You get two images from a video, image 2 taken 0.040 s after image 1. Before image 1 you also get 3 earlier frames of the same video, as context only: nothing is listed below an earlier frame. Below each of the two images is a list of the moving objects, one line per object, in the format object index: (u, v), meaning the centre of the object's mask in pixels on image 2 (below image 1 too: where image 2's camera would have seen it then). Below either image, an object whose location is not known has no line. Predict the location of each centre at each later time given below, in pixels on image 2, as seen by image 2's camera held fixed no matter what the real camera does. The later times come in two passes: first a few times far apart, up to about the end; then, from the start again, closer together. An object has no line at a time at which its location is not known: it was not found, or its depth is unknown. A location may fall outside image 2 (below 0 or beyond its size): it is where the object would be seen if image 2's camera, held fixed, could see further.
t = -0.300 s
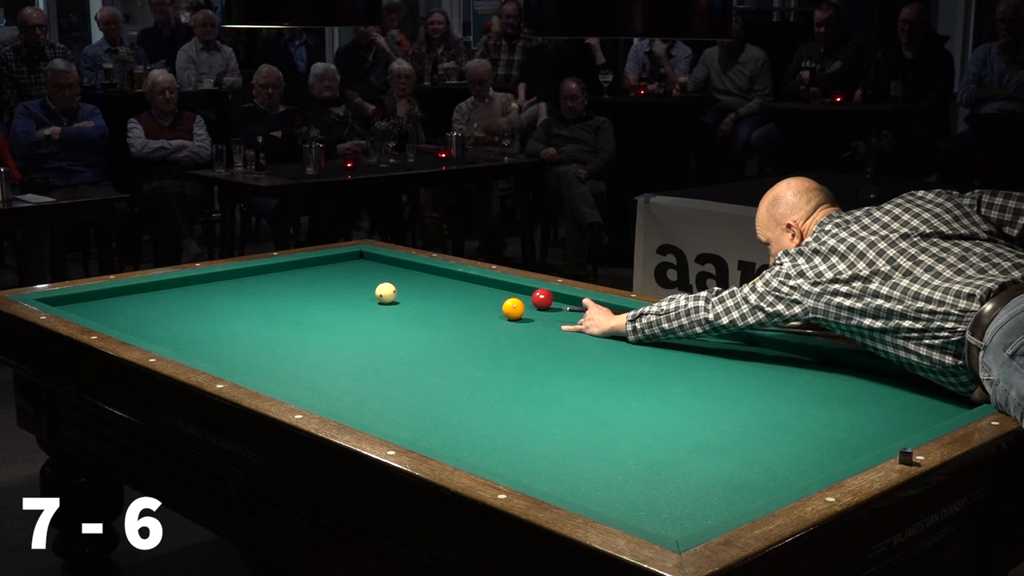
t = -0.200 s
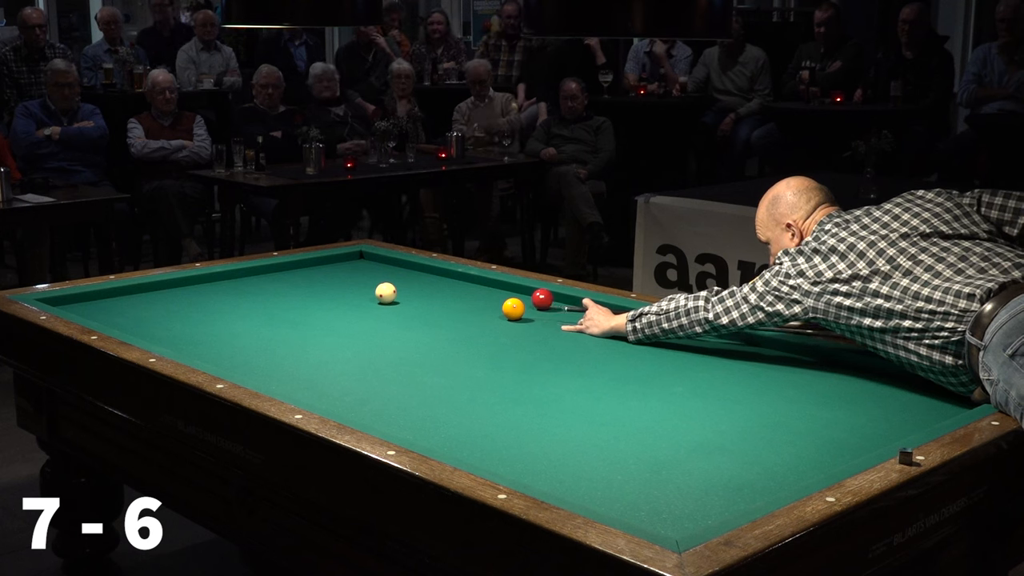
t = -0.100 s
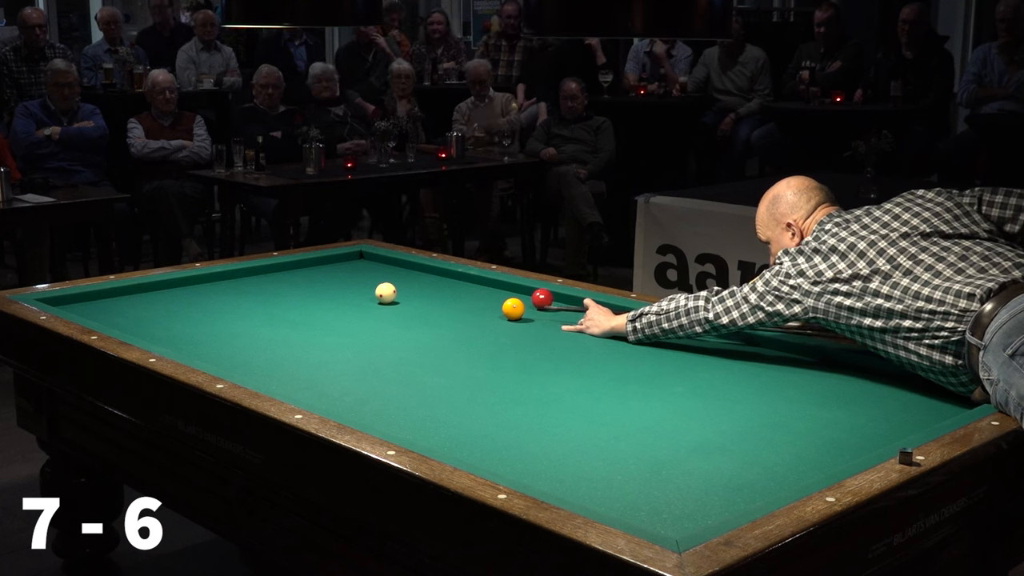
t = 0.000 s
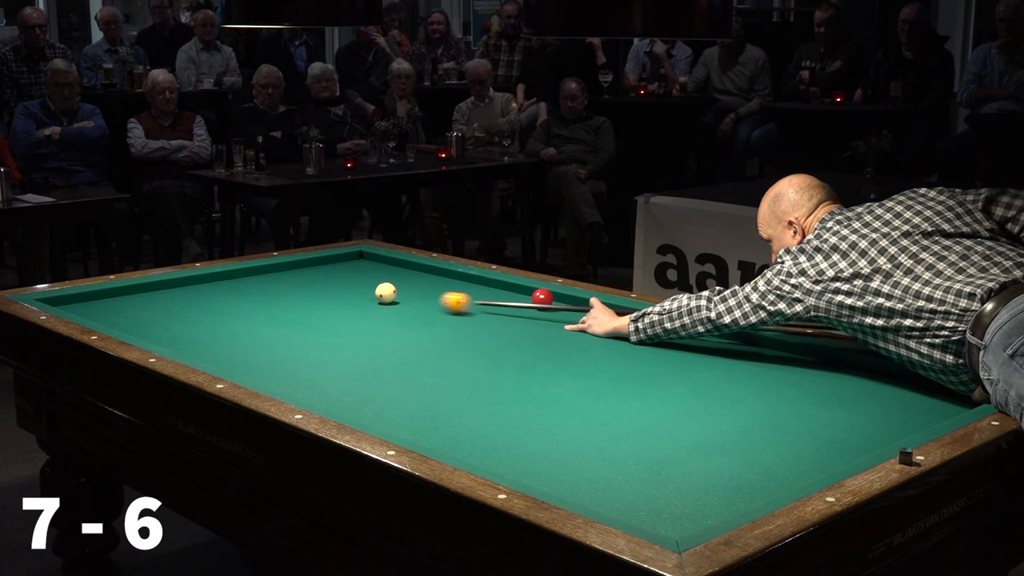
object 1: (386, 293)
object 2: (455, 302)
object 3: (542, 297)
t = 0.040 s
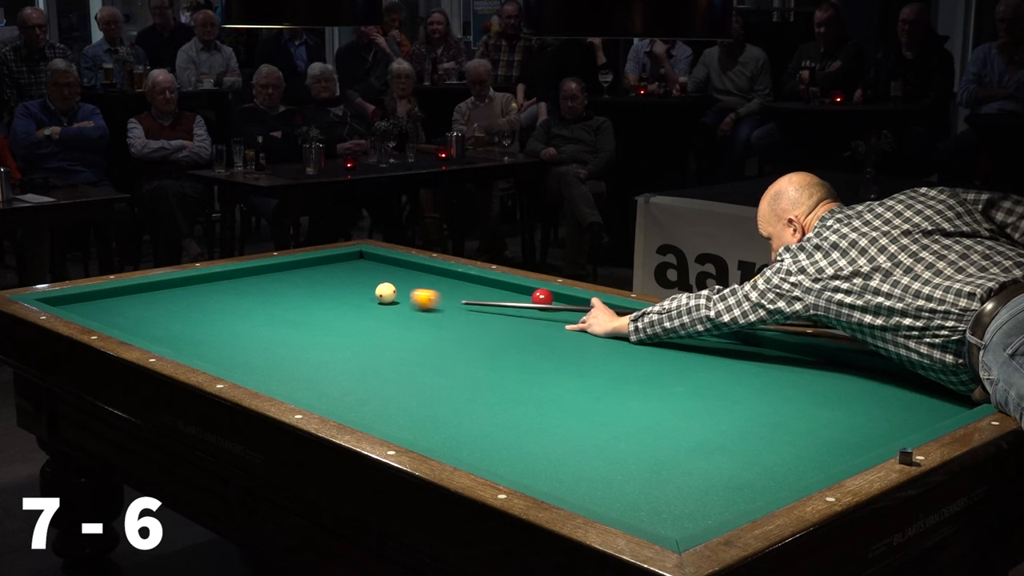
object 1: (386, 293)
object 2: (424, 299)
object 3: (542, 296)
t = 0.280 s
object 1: (321, 274)
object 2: (325, 302)
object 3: (542, 296)
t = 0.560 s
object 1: (312, 270)
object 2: (215, 306)
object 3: (542, 296)
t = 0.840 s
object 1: (353, 280)
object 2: (103, 309)
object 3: (542, 297)
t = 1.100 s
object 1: (394, 290)
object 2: (77, 297)
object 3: (542, 298)
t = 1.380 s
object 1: (440, 301)
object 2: (158, 295)
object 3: (542, 298)
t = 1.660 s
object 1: (489, 314)
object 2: (235, 294)
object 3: (542, 299)
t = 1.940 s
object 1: (542, 326)
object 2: (310, 293)
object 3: (542, 298)
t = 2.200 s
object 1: (594, 339)
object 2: (378, 292)
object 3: (542, 298)
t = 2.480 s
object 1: (654, 354)
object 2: (448, 291)
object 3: (542, 298)
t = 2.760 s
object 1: (718, 370)
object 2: (517, 290)
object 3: (542, 299)
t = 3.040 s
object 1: (787, 387)
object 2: (524, 297)
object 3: (551, 301)
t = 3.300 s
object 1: (855, 404)
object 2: (512, 300)
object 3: (568, 306)
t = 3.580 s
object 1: (925, 418)
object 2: (498, 305)
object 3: (587, 312)
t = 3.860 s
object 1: (879, 410)
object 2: (486, 309)
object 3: (605, 317)
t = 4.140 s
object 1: (838, 399)
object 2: (474, 312)
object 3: (624, 322)
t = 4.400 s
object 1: (802, 391)
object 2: (463, 316)
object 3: (641, 327)
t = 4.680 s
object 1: (767, 382)
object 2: (453, 320)
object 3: (658, 332)
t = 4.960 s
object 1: (737, 374)
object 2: (443, 323)
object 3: (676, 337)
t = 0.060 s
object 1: (386, 293)
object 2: (410, 297)
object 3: (542, 297)
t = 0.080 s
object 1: (381, 291)
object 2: (397, 296)
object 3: (542, 296)
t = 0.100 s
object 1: (375, 289)
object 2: (390, 297)
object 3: (542, 296)
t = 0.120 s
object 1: (368, 287)
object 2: (383, 298)
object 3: (542, 296)
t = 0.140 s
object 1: (362, 285)
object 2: (377, 298)
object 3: (542, 296)
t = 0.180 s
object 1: (349, 282)
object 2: (363, 299)
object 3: (542, 296)
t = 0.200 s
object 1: (343, 280)
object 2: (355, 300)
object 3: (542, 296)
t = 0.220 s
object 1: (337, 279)
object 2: (348, 301)
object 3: (542, 296)
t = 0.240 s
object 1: (332, 277)
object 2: (340, 301)
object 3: (542, 296)
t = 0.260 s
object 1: (327, 276)
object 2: (332, 301)
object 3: (542, 296)
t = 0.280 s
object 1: (321, 274)
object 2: (325, 302)
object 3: (542, 296)
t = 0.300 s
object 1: (316, 273)
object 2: (317, 302)
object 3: (542, 296)
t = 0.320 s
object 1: (311, 271)
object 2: (309, 302)
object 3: (542, 296)
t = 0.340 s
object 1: (306, 270)
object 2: (301, 303)
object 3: (542, 296)
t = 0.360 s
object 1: (301, 268)
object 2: (294, 303)
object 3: (542, 296)
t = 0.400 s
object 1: (293, 266)
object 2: (278, 303)
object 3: (542, 296)
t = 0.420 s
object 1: (289, 265)
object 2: (270, 304)
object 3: (542, 296)
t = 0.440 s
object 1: (291, 265)
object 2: (262, 304)
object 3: (542, 296)
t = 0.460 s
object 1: (294, 266)
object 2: (254, 304)
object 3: (542, 296)
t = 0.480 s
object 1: (298, 267)
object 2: (247, 304)
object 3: (542, 296)
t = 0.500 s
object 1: (302, 268)
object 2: (239, 305)
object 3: (542, 296)
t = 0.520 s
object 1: (305, 269)
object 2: (231, 305)
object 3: (542, 296)
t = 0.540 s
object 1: (309, 270)
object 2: (223, 306)
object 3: (542, 296)
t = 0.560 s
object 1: (312, 270)
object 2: (215, 306)
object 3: (542, 296)
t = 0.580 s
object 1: (315, 271)
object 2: (207, 306)
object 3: (542, 296)
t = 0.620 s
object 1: (321, 273)
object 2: (191, 306)
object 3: (542, 296)
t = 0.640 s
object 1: (324, 273)
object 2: (183, 307)
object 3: (542, 296)
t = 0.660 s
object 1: (327, 274)
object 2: (175, 307)
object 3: (542, 296)
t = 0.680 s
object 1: (330, 275)
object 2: (167, 307)
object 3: (542, 296)
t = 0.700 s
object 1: (333, 275)
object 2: (159, 307)
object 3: (542, 296)
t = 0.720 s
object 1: (336, 276)
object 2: (151, 308)
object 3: (542, 296)
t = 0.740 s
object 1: (339, 277)
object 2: (143, 308)
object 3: (542, 296)
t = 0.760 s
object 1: (341, 277)
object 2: (135, 308)
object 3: (542, 296)
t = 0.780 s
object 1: (345, 278)
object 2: (128, 309)
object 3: (542, 296)
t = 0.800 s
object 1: (348, 279)
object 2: (119, 309)
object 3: (542, 296)
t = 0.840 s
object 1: (353, 280)
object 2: (103, 309)
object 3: (542, 297)
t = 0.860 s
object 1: (357, 281)
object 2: (96, 309)
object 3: (542, 297)
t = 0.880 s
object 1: (360, 282)
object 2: (88, 309)
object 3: (542, 297)
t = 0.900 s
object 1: (363, 282)
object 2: (80, 308)
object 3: (542, 297)
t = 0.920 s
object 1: (366, 283)
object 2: (73, 307)
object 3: (542, 297)
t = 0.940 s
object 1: (369, 284)
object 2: (71, 306)
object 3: (542, 297)
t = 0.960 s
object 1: (372, 285)
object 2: (72, 305)
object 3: (542, 298)
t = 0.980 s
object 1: (375, 285)
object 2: (74, 304)
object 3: (542, 298)
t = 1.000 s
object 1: (378, 286)
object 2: (74, 303)
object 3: (542, 298)
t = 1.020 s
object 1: (381, 287)
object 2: (75, 302)
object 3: (542, 298)
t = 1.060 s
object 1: (388, 289)
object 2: (76, 300)
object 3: (542, 298)
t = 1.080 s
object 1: (391, 290)
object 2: (76, 298)
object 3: (542, 298)
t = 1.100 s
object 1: (394, 290)
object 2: (77, 297)
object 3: (542, 298)
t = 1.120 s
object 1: (398, 291)
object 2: (82, 296)
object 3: (542, 299)
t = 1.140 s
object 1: (401, 291)
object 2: (89, 296)
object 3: (542, 299)
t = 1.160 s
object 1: (404, 292)
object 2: (95, 296)
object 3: (542, 299)
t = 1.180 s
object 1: (407, 293)
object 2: (101, 296)
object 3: (542, 299)
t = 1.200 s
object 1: (410, 294)
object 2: (107, 296)
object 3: (542, 299)
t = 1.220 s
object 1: (413, 295)
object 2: (113, 296)
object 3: (542, 299)
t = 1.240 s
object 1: (417, 296)
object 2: (118, 296)
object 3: (542, 298)
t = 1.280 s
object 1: (423, 297)
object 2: (129, 296)
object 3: (542, 299)
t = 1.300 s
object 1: (427, 298)
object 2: (135, 296)
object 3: (542, 298)
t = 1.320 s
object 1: (430, 299)
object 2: (141, 296)
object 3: (542, 299)
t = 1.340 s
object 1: (434, 300)
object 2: (147, 296)
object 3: (542, 299)
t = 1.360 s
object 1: (437, 300)
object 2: (152, 296)
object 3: (542, 298)
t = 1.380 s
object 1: (440, 301)
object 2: (158, 295)
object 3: (542, 298)
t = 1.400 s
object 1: (444, 302)
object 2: (164, 295)
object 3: (542, 298)
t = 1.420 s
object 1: (448, 303)
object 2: (169, 295)
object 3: (542, 298)
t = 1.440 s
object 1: (451, 304)
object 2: (175, 295)
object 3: (542, 298)
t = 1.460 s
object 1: (454, 305)
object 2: (181, 295)
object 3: (542, 298)
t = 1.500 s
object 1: (461, 306)
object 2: (192, 295)
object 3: (542, 299)
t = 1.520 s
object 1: (465, 307)
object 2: (197, 295)
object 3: (542, 299)
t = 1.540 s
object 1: (468, 308)
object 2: (203, 295)
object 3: (542, 299)
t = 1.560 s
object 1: (472, 309)
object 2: (208, 295)
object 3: (542, 299)
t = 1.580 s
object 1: (475, 310)
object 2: (213, 295)
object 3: (542, 299)
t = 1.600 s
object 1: (479, 311)
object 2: (219, 295)
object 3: (542, 299)
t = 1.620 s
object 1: (482, 312)
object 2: (225, 295)
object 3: (542, 299)
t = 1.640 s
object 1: (486, 313)
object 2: (230, 294)
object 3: (542, 299)
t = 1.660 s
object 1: (489, 314)
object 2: (235, 294)
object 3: (542, 299)
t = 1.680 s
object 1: (493, 314)
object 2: (241, 294)
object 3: (542, 299)
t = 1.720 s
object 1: (500, 316)
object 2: (252, 294)
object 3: (542, 299)
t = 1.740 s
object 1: (504, 317)
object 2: (257, 294)
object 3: (542, 299)
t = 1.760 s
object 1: (508, 318)
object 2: (262, 293)
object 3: (542, 299)
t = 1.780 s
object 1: (512, 319)
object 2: (268, 293)
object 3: (542, 299)
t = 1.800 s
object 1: (516, 320)
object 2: (273, 294)
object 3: (542, 298)
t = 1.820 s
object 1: (519, 321)
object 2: (278, 293)
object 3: (542, 298)
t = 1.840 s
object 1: (523, 322)
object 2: (283, 293)
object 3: (542, 299)
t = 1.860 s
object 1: (527, 323)
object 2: (289, 293)
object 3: (542, 299)
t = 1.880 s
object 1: (530, 324)
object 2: (294, 293)
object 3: (542, 298)
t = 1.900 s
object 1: (534, 325)
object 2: (299, 293)
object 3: (542, 298)
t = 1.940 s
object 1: (542, 326)
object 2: (310, 293)
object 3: (542, 298)
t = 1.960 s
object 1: (546, 327)
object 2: (315, 293)
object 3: (542, 299)
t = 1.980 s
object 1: (550, 328)
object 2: (320, 293)
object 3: (542, 299)
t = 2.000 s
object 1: (554, 329)
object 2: (326, 293)
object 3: (542, 299)
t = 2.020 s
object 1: (558, 331)
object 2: (331, 293)
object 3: (542, 299)
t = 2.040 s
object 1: (562, 331)
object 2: (336, 293)
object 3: (542, 299)
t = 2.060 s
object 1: (566, 332)
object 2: (341, 293)
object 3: (542, 299)
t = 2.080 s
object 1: (570, 333)
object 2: (347, 293)
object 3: (542, 299)
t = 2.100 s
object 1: (574, 334)
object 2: (352, 293)
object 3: (542, 298)
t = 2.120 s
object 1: (578, 335)
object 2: (357, 293)
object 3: (542, 299)
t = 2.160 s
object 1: (586, 337)
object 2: (367, 292)
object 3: (542, 298)
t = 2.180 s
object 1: (590, 338)
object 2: (372, 292)
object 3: (542, 298)
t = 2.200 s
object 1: (594, 339)
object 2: (378, 292)
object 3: (542, 298)
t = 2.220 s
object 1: (598, 340)
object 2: (383, 292)
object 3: (542, 298)
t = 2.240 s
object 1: (602, 341)
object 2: (387, 292)
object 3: (542, 298)
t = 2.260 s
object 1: (606, 343)
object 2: (393, 292)
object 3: (542, 298)
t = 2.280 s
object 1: (611, 343)
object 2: (398, 292)
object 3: (542, 298)
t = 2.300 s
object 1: (615, 345)
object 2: (403, 292)
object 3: (542, 298)
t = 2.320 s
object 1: (619, 346)
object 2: (408, 292)
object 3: (542, 298)
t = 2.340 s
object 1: (623, 347)
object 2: (413, 292)
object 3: (542, 298)
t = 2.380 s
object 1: (632, 349)
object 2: (423, 291)
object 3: (542, 298)
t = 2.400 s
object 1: (636, 350)
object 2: (428, 291)
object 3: (542, 298)
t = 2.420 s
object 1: (641, 351)
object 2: (433, 291)
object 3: (542, 298)
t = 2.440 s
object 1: (645, 352)
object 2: (438, 291)
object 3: (542, 298)
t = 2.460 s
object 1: (649, 353)
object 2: (443, 291)
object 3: (542, 298)
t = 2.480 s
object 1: (654, 354)
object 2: (448, 291)
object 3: (542, 298)
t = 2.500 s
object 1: (658, 356)
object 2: (453, 291)
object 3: (542, 298)
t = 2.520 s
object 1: (663, 357)
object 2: (458, 291)
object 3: (542, 298)
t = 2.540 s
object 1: (667, 358)
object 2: (463, 291)
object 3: (542, 298)
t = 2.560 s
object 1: (672, 359)
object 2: (468, 291)
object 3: (542, 298)
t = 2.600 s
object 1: (681, 361)
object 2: (478, 291)
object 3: (542, 298)
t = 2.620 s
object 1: (685, 362)
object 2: (483, 291)
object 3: (542, 298)
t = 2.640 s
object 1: (690, 363)
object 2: (488, 291)
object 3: (542, 298)
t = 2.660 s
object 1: (694, 364)
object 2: (493, 290)
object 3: (542, 298)
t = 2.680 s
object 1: (699, 365)
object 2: (498, 290)
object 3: (542, 298)
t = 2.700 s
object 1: (704, 366)
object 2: (502, 290)
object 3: (542, 298)
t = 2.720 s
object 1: (708, 368)
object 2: (507, 290)
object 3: (542, 299)
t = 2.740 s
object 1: (713, 369)
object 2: (512, 290)
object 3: (542, 299)
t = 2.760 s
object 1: (718, 370)
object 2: (517, 290)
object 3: (542, 299)
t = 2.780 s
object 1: (723, 371)
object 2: (522, 290)
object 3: (542, 299)
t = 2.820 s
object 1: (732, 374)
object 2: (527, 290)
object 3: (542, 299)
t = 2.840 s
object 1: (737, 375)
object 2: (527, 291)
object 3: (542, 299)
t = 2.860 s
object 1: (742, 376)
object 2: (527, 291)
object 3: (542, 299)
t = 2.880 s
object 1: (747, 377)
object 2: (528, 292)
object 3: (542, 299)
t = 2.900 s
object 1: (752, 378)
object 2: (528, 293)
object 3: (542, 299)
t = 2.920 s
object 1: (757, 380)
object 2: (528, 293)
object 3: (542, 299)
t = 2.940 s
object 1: (762, 381)
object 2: (528, 294)
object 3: (544, 299)
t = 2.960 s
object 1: (767, 382)
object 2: (528, 295)
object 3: (546, 300)
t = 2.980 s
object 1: (772, 383)
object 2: (527, 296)
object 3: (547, 300)
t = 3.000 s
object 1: (777, 385)
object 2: (526, 296)
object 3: (548, 300)
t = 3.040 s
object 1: (787, 387)
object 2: (524, 297)
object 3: (551, 301)
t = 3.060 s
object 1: (792, 388)
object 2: (523, 297)
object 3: (552, 302)
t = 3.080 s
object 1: (797, 389)
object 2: (522, 297)
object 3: (553, 302)
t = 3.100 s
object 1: (802, 390)
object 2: (521, 297)
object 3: (555, 302)
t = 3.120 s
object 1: (807, 392)
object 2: (520, 298)
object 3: (556, 303)
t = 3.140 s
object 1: (812, 393)
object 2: (520, 298)
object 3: (557, 303)
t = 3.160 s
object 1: (818, 395)
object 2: (518, 298)
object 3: (559, 303)
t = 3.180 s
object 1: (823, 396)
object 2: (518, 299)
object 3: (560, 304)
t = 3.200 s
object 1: (828, 397)
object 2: (516, 299)
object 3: (562, 304)
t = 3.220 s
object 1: (834, 398)
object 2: (515, 299)
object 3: (563, 305)
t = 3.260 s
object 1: (845, 401)
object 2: (513, 300)
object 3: (566, 305)
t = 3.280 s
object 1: (850, 402)
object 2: (513, 300)
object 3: (567, 306)
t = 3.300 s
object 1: (855, 404)
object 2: (512, 300)
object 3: (568, 306)
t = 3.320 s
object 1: (861, 405)
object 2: (511, 301)
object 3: (570, 307)
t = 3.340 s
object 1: (866, 406)
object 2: (510, 301)
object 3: (571, 307)
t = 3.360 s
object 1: (872, 408)
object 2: (509, 302)
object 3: (572, 308)
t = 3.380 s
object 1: (877, 409)
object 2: (508, 302)
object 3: (574, 308)
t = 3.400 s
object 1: (883, 411)
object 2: (507, 302)
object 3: (575, 308)
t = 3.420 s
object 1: (888, 412)
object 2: (506, 302)
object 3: (576, 308)
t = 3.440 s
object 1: (894, 413)
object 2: (505, 302)
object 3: (577, 309)
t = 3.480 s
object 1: (906, 417)
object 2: (503, 303)
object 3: (580, 310)
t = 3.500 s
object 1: (911, 418)
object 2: (502, 303)
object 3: (581, 310)
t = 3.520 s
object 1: (917, 418)
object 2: (501, 304)
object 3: (583, 311)
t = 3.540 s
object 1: (922, 418)
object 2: (500, 304)
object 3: (584, 311)
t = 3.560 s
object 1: (927, 418)
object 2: (499, 304)
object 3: (586, 311)
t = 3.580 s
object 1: (925, 418)
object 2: (498, 305)
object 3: (587, 312)
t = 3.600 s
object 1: (921, 418)
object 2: (497, 305)
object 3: (588, 312)
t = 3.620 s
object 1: (918, 418)
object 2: (497, 305)
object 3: (589, 312)
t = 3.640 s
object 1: (915, 418)
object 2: (496, 305)
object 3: (591, 313)
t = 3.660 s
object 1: (911, 418)
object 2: (495, 306)
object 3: (592, 313)
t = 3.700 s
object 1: (905, 416)
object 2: (493, 306)
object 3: (595, 314)
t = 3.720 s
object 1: (901, 415)
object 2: (492, 307)
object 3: (596, 314)
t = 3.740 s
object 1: (898, 414)
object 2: (491, 307)
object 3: (598, 315)
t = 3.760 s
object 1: (895, 414)
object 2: (490, 307)
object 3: (599, 315)
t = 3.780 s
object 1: (892, 412)
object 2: (489, 307)
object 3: (600, 315)
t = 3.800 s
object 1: (889, 412)
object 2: (488, 308)
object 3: (602, 316)
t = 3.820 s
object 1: (886, 411)
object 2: (487, 308)
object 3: (603, 316)
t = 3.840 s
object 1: (883, 411)
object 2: (487, 308)
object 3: (604, 316)
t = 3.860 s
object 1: (879, 410)
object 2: (486, 309)
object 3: (605, 317)
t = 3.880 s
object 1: (876, 409)
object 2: (485, 309)
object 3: (607, 317)
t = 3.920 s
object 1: (870, 408)
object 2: (483, 310)
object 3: (610, 318)
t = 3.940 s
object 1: (867, 407)
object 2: (482, 310)
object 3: (611, 319)
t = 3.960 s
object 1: (864, 406)
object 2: (481, 310)
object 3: (612, 319)
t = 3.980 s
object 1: (861, 405)
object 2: (480, 310)
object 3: (613, 319)
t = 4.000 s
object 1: (858, 405)
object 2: (479, 311)
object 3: (615, 320)
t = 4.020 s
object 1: (855, 404)
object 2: (479, 311)
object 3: (616, 320)
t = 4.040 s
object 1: (852, 403)
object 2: (478, 311)
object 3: (617, 320)
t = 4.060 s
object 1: (849, 402)
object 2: (477, 311)
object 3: (619, 321)
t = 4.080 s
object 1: (846, 402)
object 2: (476, 312)
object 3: (620, 321)
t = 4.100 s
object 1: (843, 401)
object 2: (475, 312)
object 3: (621, 321)
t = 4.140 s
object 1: (838, 399)
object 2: (474, 312)
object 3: (624, 322)
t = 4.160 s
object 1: (835, 399)
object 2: (473, 313)
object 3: (625, 323)
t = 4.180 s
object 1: (832, 398)
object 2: (472, 313)
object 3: (626, 323)
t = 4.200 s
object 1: (829, 397)
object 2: (471, 313)
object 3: (628, 324)
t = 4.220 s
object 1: (826, 397)
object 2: (470, 314)
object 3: (629, 324)
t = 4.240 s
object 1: (823, 396)
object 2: (470, 314)
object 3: (630, 324)
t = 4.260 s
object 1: (821, 395)
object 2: (469, 314)
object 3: (632, 325)
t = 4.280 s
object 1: (818, 394)
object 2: (468, 314)
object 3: (633, 325)
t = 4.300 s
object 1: (815, 394)
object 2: (467, 315)
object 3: (634, 325)
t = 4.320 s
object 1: (812, 393)
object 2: (466, 315)
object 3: (636, 326)
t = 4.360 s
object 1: (807, 392)
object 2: (464, 316)
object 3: (638, 326)
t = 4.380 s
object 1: (804, 391)
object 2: (464, 316)
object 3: (639, 327)
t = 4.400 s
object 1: (802, 391)
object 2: (463, 316)
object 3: (641, 327)
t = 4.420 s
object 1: (799, 390)
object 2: (462, 316)
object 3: (642, 328)
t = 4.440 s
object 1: (797, 389)
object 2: (462, 317)
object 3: (643, 328)
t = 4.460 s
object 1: (794, 389)
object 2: (461, 317)
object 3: (645, 328)
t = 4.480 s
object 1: (792, 388)
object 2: (460, 317)
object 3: (646, 329)
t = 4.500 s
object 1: (789, 388)
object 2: (459, 317)
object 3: (647, 329)
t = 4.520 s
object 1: (786, 387)
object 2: (458, 318)
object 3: (648, 329)
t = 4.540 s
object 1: (784, 387)
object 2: (458, 318)
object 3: (650, 330)
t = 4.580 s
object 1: (779, 386)
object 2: (456, 319)
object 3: (652, 330)
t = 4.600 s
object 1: (776, 385)
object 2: (455, 319)
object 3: (654, 331)
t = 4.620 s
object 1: (774, 384)
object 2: (455, 319)
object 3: (655, 331)
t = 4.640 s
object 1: (771, 384)
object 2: (454, 319)
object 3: (656, 332)
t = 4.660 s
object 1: (769, 383)
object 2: (453, 319)
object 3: (657, 332)
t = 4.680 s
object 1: (767, 382)
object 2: (453, 320)
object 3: (658, 332)
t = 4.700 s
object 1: (764, 382)
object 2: (452, 320)
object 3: (660, 332)
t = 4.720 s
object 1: (762, 381)
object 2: (451, 320)
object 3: (661, 333)
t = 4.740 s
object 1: (759, 381)
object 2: (450, 320)
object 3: (662, 333)
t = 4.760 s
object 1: (757, 380)
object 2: (450, 321)
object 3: (664, 333)
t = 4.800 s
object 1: (753, 379)
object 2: (448, 321)
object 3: (666, 334)
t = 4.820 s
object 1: (750, 379)
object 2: (447, 322)
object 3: (667, 334)
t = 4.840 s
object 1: (748, 378)
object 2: (447, 322)
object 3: (669, 335)
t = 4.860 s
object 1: (745, 377)
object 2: (446, 322)
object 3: (670, 335)
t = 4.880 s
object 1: (743, 376)
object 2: (445, 322)
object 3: (671, 336)
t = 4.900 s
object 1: (741, 376)
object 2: (444, 322)
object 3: (672, 336)
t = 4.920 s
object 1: (735, 376)
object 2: (444, 323)
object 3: (673, 337)
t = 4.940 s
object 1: (734, 375)
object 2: (443, 323)
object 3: (675, 337)
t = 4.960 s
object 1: (737, 374)
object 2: (443, 323)
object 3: (676, 337)
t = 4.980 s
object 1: (734, 374)
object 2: (442, 323)
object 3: (677, 337)
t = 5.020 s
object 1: (727, 373)
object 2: (440, 324)
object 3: (679, 338)
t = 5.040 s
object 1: (725, 373)
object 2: (440, 324)
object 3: (679, 339)
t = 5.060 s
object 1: (723, 372)
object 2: (439, 324)
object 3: (676, 339)
